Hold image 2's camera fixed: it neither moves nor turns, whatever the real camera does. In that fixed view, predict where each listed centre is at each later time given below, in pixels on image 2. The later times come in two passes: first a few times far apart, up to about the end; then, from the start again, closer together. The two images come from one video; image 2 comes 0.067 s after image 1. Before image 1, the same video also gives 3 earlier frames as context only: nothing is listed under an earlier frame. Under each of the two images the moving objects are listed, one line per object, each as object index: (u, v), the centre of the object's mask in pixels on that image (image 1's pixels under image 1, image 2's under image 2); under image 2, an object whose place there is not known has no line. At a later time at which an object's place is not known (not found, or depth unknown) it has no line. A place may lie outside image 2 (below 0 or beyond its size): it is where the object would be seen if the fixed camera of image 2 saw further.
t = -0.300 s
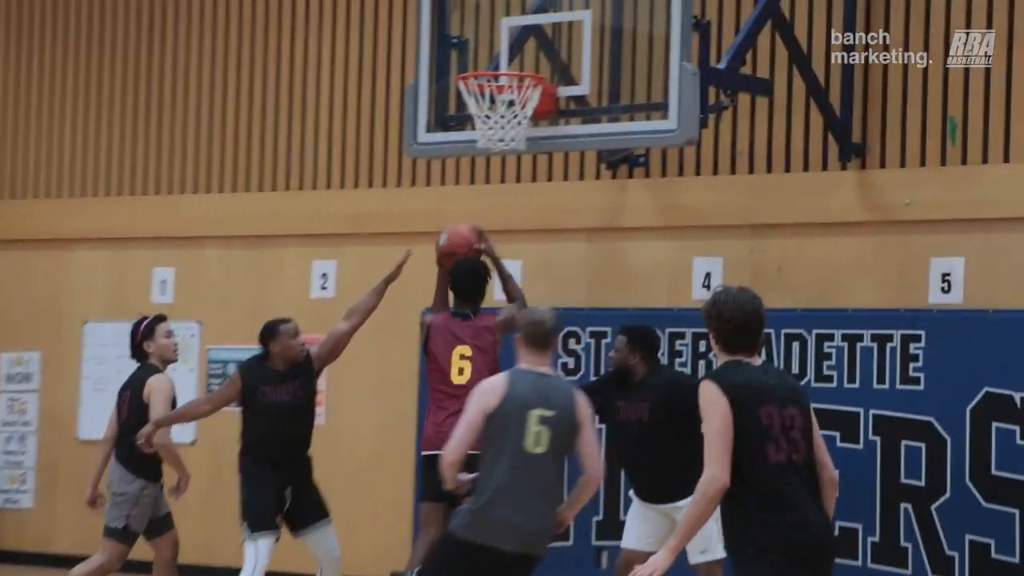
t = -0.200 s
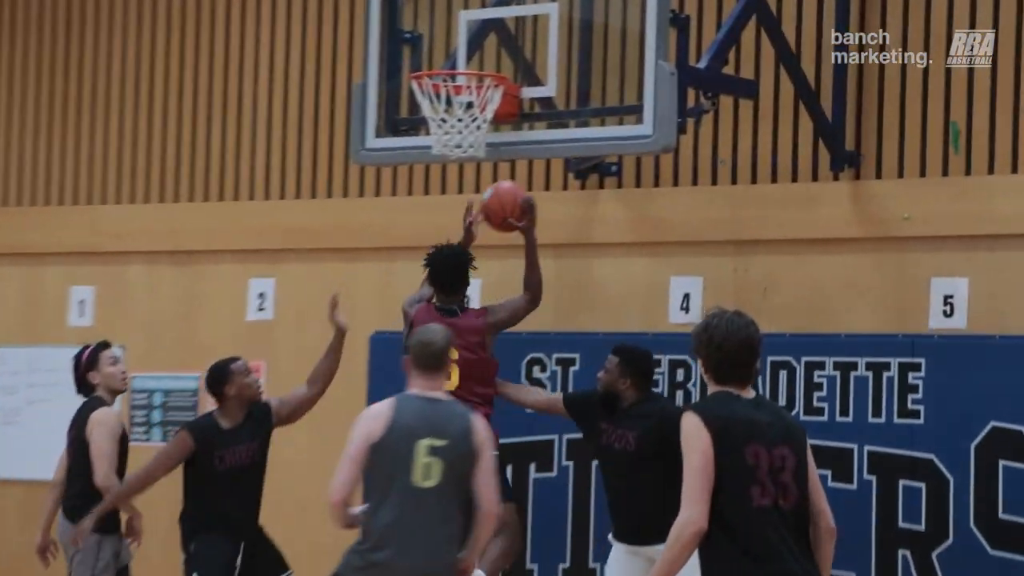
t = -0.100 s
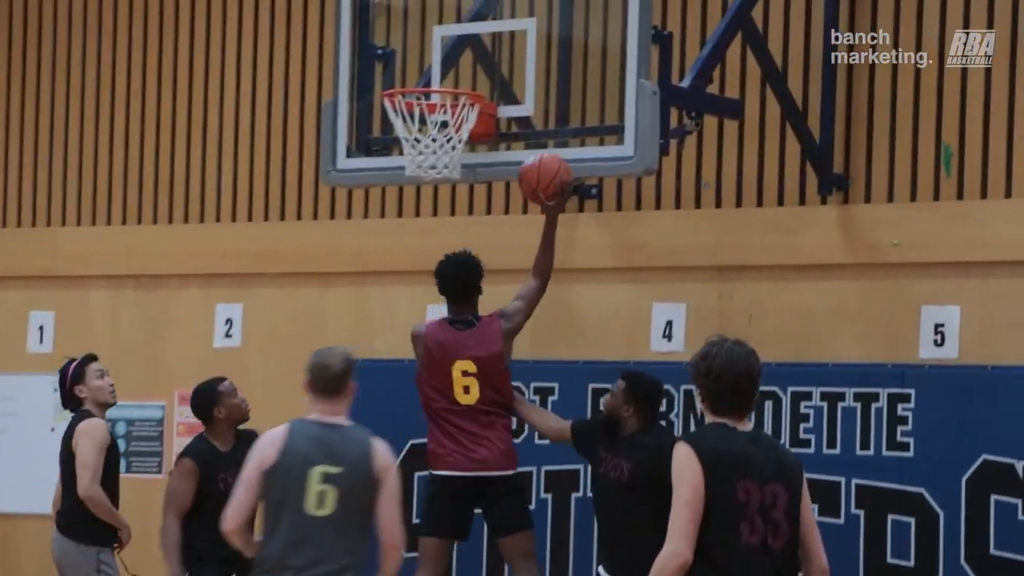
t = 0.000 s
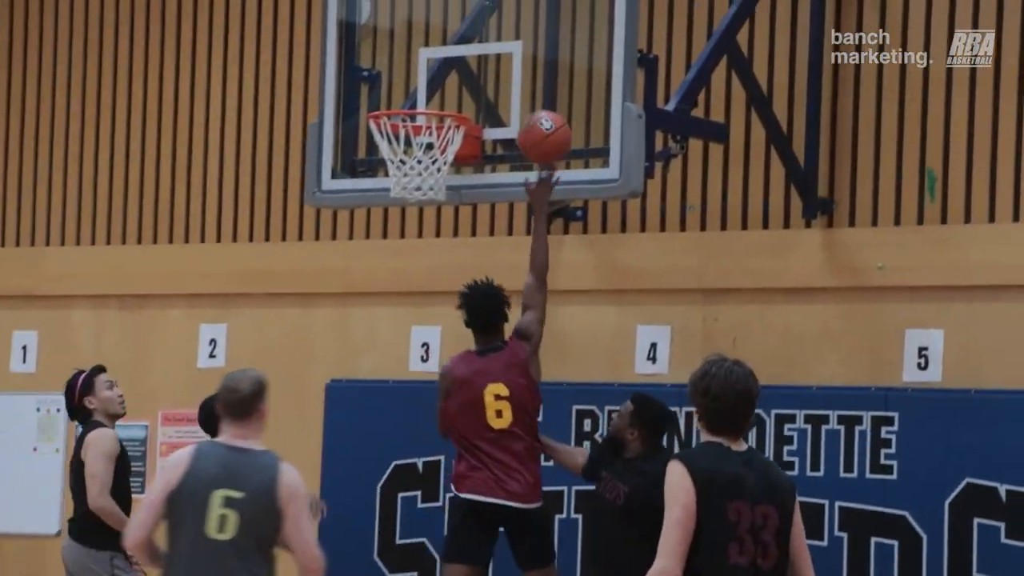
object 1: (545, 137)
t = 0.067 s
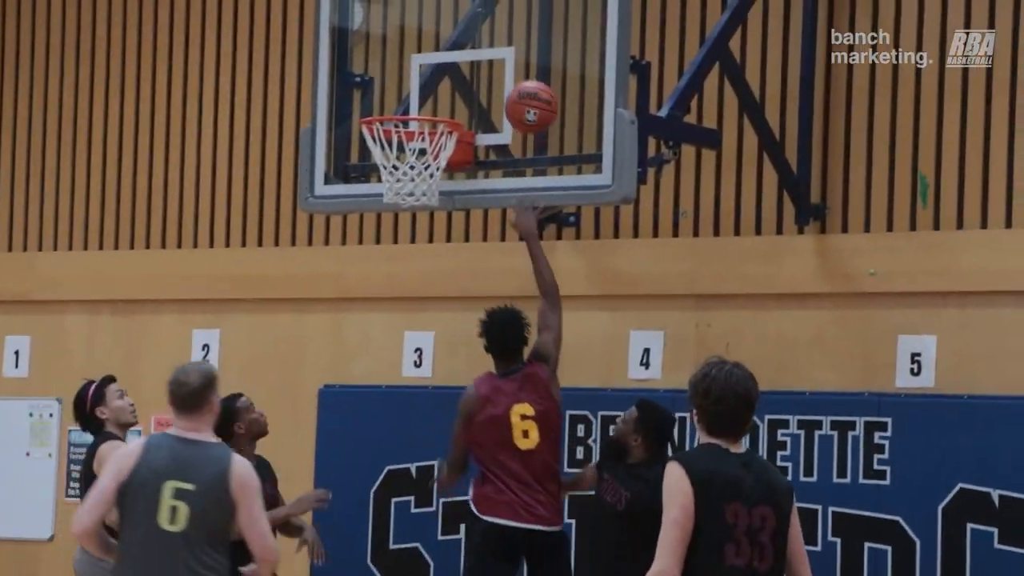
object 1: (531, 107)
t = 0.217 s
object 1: (517, 62)
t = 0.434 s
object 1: (463, 72)
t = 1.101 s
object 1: (427, 241)
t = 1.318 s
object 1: (436, 377)
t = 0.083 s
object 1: (530, 99)
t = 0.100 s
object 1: (528, 92)
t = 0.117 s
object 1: (526, 86)
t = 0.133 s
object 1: (525, 81)
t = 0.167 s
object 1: (522, 71)
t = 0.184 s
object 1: (520, 67)
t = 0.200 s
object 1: (519, 64)
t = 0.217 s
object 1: (517, 62)
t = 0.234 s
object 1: (515, 59)
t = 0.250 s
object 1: (513, 58)
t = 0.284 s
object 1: (510, 57)
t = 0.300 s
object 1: (506, 57)
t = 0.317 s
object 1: (501, 57)
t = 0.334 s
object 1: (496, 57)
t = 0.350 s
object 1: (490, 58)
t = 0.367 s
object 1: (485, 60)
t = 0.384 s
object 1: (479, 63)
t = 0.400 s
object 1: (474, 65)
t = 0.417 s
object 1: (468, 69)
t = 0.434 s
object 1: (463, 72)
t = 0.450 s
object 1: (457, 77)
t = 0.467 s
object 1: (452, 82)
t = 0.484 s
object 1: (446, 88)
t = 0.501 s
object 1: (441, 93)
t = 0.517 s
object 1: (436, 98)
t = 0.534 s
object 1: (430, 101)
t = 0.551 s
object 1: (424, 105)
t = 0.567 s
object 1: (419, 125)
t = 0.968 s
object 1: (418, 214)
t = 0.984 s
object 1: (420, 215)
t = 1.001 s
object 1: (421, 216)
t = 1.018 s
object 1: (422, 218)
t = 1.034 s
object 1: (423, 220)
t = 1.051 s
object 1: (423, 223)
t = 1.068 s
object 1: (424, 227)
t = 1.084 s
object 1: (426, 234)
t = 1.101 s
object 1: (427, 241)
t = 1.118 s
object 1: (427, 248)
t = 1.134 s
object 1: (428, 255)
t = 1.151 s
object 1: (429, 263)
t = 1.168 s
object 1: (429, 272)
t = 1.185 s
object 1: (431, 281)
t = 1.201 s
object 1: (431, 291)
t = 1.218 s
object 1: (431, 301)
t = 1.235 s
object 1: (432, 312)
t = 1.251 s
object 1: (433, 324)
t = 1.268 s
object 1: (434, 337)
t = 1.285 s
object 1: (435, 349)
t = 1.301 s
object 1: (435, 363)
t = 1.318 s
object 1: (436, 377)
